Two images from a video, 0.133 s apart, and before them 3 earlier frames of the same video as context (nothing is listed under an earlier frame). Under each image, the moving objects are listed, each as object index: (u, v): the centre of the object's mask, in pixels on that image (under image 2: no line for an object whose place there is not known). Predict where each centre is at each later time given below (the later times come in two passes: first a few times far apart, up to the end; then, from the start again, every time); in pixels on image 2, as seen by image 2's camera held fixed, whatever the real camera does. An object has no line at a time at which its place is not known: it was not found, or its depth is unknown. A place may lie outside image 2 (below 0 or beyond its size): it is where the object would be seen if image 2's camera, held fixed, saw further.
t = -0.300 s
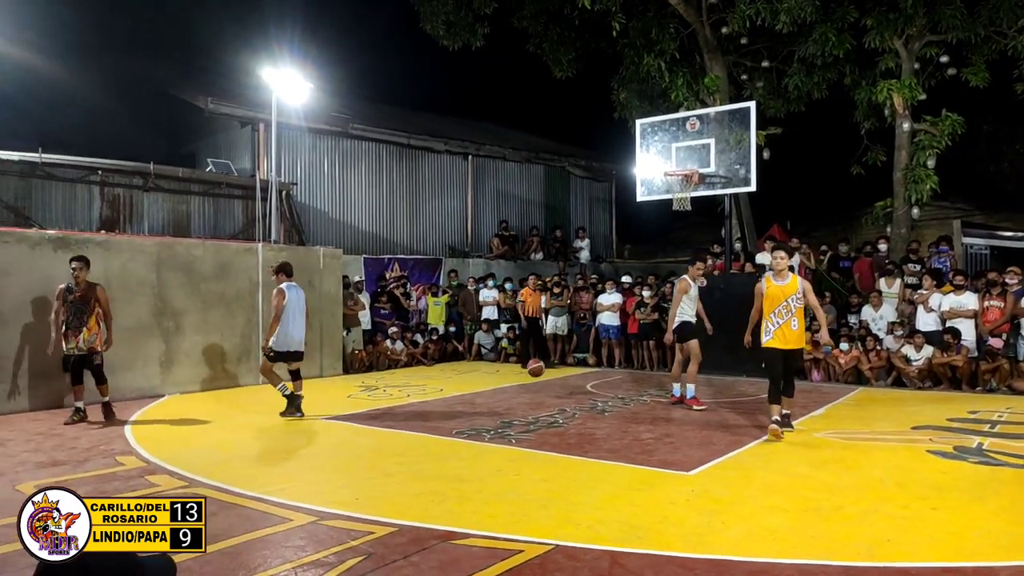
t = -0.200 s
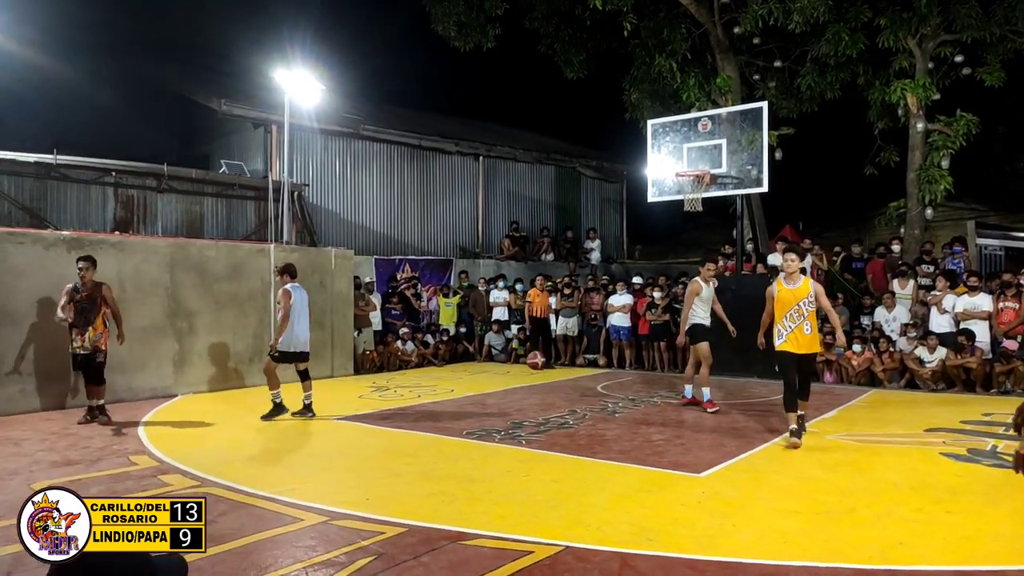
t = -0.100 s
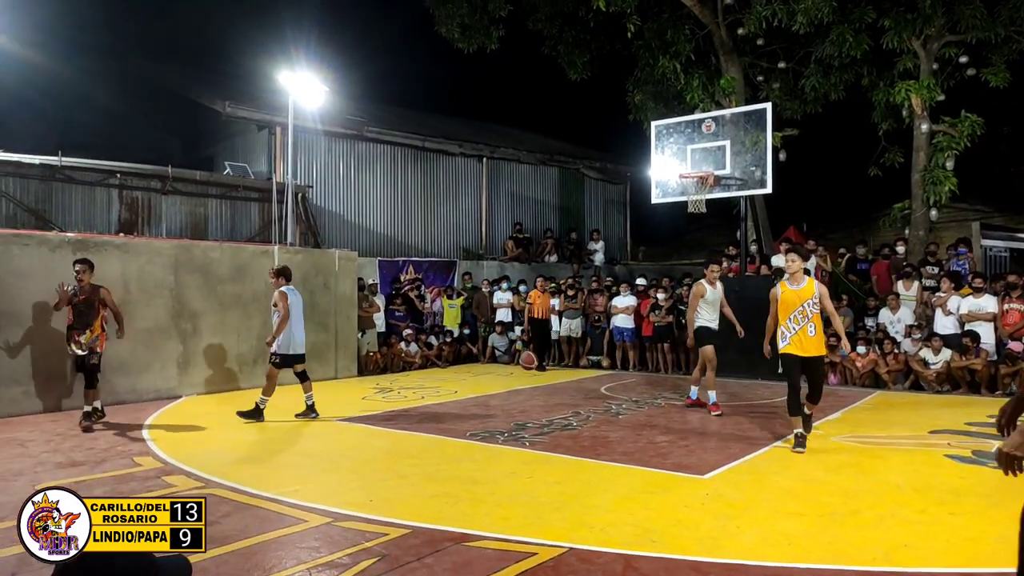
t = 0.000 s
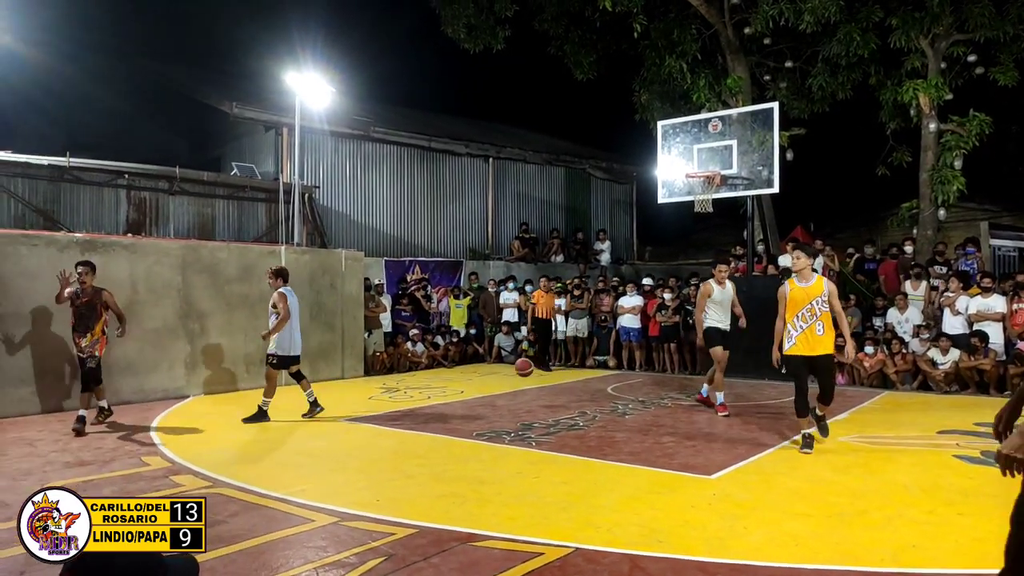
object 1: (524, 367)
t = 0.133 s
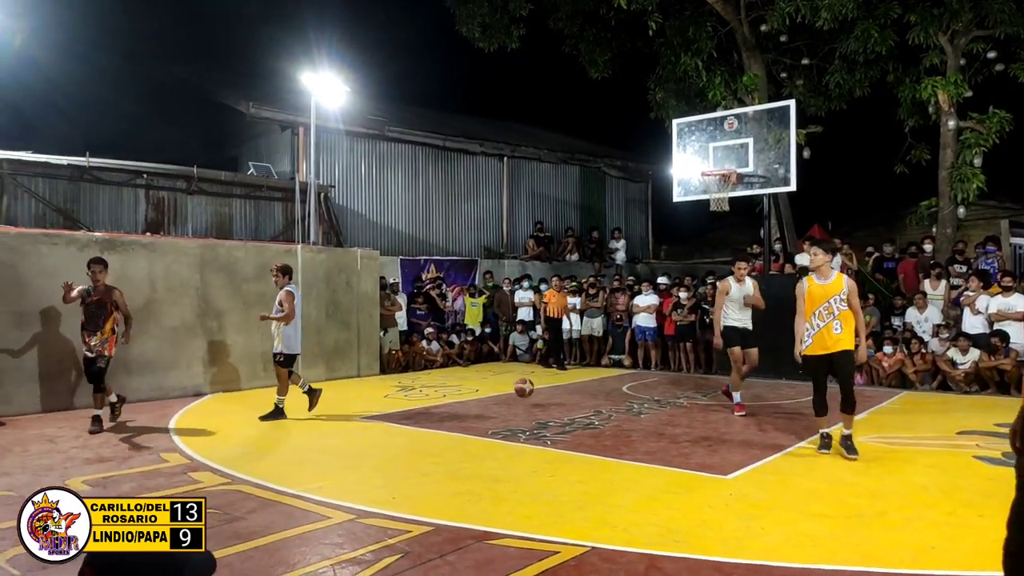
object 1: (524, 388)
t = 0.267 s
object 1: (509, 381)
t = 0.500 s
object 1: (481, 378)
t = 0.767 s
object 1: (446, 394)
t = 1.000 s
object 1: (415, 393)
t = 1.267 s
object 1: (375, 403)
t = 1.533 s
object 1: (332, 427)
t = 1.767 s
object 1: (289, 419)
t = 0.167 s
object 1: (521, 396)
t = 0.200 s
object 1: (516, 391)
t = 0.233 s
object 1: (513, 386)
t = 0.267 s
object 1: (509, 381)
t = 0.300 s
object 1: (505, 378)
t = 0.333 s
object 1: (500, 376)
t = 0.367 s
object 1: (497, 374)
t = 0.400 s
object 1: (493, 373)
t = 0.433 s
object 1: (489, 374)
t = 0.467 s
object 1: (484, 375)
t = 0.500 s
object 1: (481, 378)
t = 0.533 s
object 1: (477, 381)
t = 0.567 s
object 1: (472, 384)
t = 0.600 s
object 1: (468, 390)
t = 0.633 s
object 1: (464, 396)
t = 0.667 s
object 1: (459, 403)
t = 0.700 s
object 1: (455, 404)
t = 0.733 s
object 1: (451, 398)
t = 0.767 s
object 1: (446, 394)
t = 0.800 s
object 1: (442, 391)
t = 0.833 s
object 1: (437, 389)
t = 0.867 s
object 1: (433, 388)
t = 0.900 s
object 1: (429, 388)
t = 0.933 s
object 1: (424, 389)
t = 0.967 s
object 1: (419, 391)
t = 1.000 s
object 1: (415, 393)
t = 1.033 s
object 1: (410, 397)
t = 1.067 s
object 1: (405, 402)
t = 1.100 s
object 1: (400, 409)
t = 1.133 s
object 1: (395, 416)
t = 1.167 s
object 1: (390, 413)
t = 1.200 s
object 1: (385, 408)
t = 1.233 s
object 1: (380, 405)
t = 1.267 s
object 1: (375, 403)
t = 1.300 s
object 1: (370, 402)
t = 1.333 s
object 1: (365, 402)
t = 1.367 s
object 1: (359, 403)
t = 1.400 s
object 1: (354, 405)
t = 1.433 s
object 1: (349, 409)
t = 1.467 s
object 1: (343, 413)
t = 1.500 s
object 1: (337, 419)
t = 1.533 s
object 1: (332, 427)
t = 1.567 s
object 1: (326, 423)
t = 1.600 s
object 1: (320, 420)
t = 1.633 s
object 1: (314, 417)
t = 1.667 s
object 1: (308, 416)
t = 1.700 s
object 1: (302, 416)
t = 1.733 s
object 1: (296, 417)
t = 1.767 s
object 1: (289, 419)
